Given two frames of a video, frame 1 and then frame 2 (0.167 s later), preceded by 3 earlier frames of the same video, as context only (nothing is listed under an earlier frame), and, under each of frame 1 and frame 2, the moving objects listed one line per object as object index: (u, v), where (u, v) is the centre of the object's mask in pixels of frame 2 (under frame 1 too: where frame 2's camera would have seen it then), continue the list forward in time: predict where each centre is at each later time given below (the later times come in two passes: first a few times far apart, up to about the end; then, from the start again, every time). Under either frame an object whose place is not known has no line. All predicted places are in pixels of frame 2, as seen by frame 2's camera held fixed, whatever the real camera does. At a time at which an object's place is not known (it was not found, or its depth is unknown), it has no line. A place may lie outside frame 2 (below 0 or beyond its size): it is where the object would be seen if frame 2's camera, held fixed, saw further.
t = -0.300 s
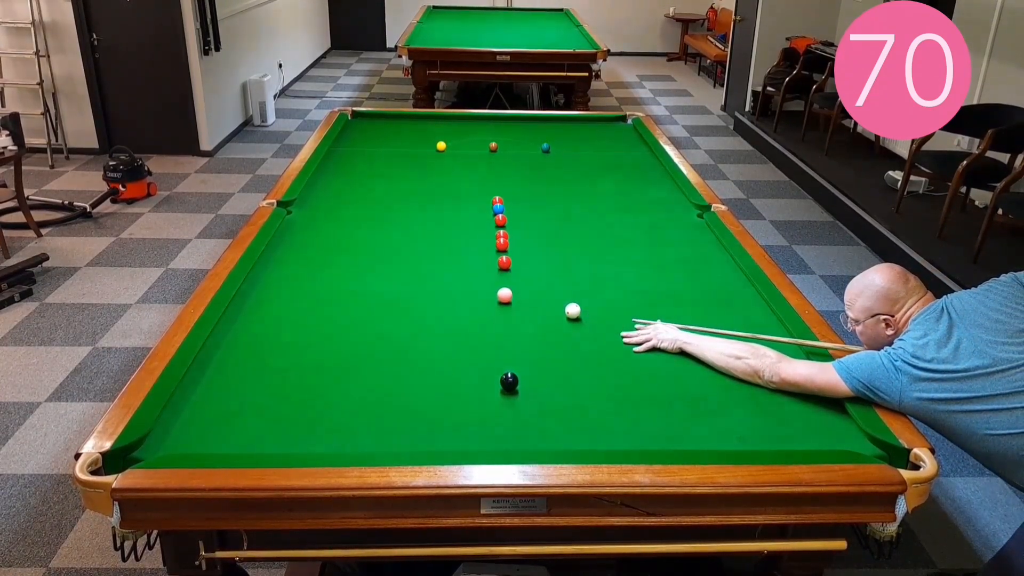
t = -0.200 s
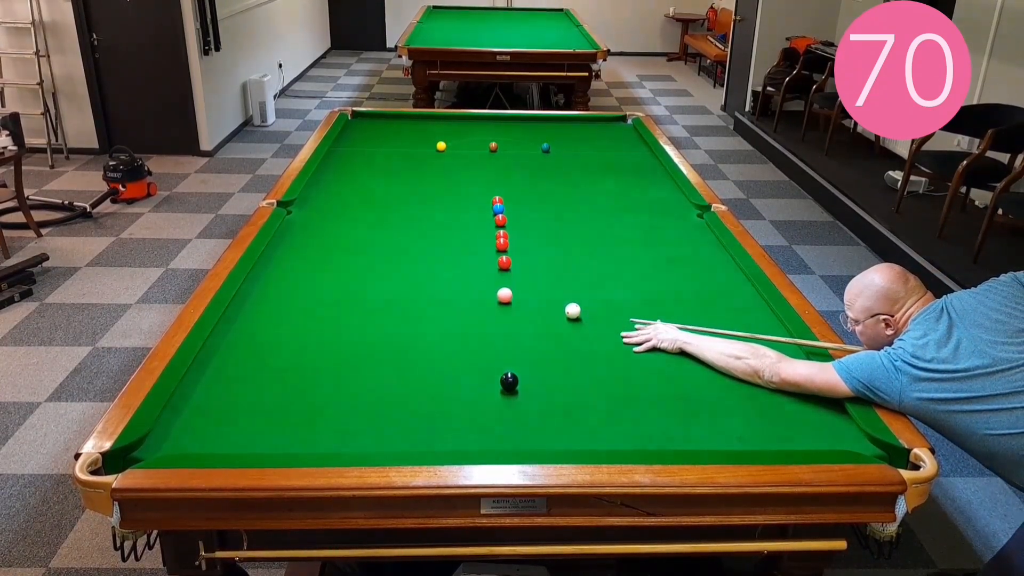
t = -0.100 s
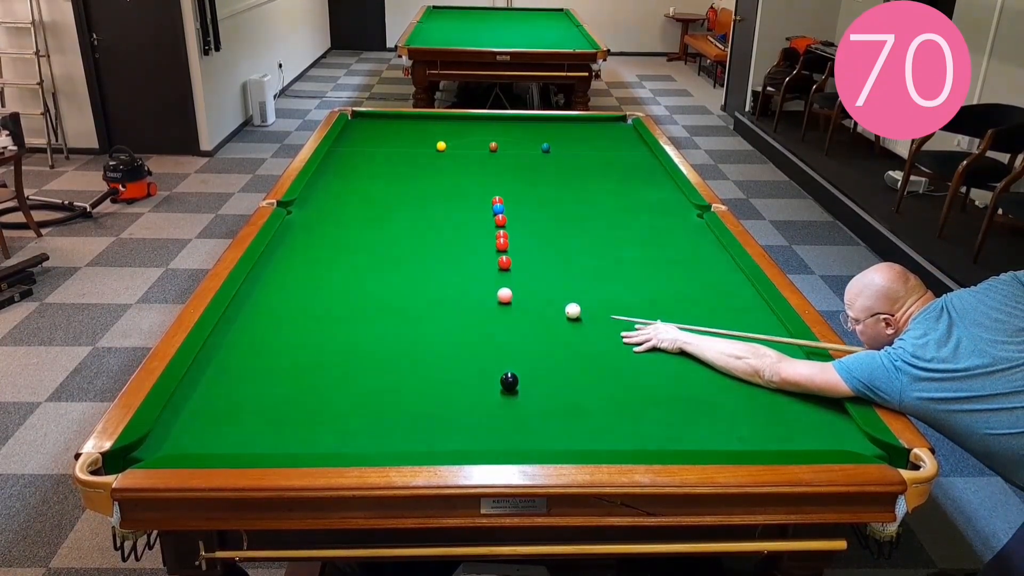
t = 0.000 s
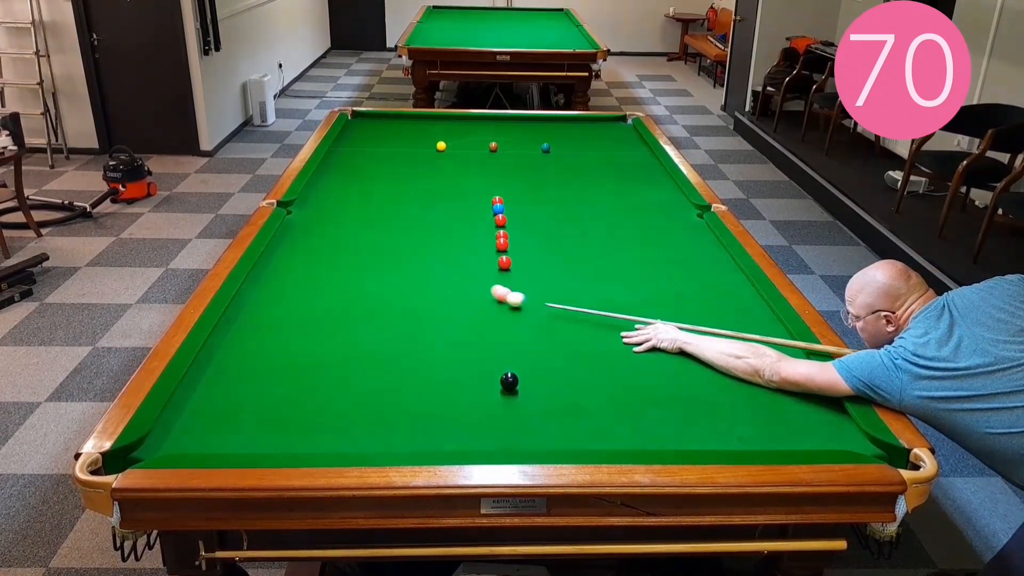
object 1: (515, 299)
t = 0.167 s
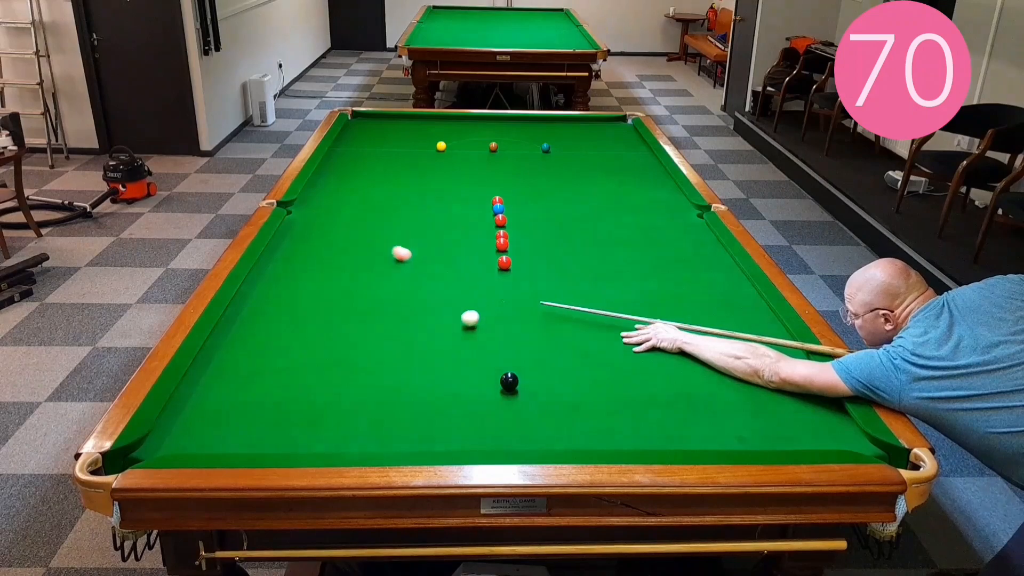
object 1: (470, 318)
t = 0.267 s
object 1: (439, 328)
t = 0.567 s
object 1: (335, 354)
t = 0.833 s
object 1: (232, 381)
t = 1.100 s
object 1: (210, 411)
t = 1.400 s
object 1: (260, 445)
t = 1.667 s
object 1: (325, 425)
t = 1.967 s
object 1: (389, 403)
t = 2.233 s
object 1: (438, 386)
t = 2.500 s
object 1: (483, 371)
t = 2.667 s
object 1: (507, 363)
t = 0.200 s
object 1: (460, 321)
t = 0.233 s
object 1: (450, 325)
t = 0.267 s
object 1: (439, 328)
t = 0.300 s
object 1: (428, 331)
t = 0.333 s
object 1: (418, 333)
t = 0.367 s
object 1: (406, 336)
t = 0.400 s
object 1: (395, 339)
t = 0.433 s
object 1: (383, 342)
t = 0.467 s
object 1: (372, 345)
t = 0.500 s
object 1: (360, 348)
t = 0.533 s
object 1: (348, 351)
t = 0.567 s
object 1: (335, 354)
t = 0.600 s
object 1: (323, 357)
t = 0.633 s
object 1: (310, 361)
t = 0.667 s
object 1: (298, 364)
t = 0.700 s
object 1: (285, 367)
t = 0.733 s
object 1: (272, 371)
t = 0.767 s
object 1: (259, 374)
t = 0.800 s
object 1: (246, 378)
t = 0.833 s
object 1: (232, 381)
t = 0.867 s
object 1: (219, 384)
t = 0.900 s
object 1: (205, 388)
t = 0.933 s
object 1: (191, 392)
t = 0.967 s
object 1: (185, 395)
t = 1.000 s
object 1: (192, 399)
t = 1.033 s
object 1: (199, 403)
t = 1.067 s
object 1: (205, 407)
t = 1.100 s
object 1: (210, 411)
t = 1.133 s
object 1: (215, 416)
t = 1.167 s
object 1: (221, 420)
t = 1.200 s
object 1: (226, 424)
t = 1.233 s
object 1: (231, 428)
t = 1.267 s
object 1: (237, 432)
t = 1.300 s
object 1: (242, 437)
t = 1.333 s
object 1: (247, 441)
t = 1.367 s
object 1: (253, 444)
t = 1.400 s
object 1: (260, 445)
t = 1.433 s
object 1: (269, 443)
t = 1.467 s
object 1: (277, 441)
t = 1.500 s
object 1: (285, 438)
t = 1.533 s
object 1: (294, 436)
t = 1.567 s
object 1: (302, 432)
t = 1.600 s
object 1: (310, 430)
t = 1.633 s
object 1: (317, 427)
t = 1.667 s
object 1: (325, 425)
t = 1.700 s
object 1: (333, 422)
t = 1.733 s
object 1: (340, 420)
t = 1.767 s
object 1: (347, 417)
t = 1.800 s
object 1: (355, 414)
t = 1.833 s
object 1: (362, 412)
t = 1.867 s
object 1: (369, 410)
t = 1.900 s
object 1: (375, 407)
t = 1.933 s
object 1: (382, 405)
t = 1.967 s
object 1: (389, 403)
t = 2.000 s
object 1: (395, 401)
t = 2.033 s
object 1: (402, 398)
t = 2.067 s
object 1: (408, 396)
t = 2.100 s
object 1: (415, 394)
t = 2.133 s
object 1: (421, 392)
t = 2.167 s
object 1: (427, 390)
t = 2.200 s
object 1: (433, 388)
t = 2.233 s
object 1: (438, 386)
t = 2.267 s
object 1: (445, 384)
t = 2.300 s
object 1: (450, 382)
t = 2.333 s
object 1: (456, 380)
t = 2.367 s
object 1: (461, 379)
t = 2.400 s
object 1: (467, 377)
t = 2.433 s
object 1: (472, 375)
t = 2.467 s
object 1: (477, 373)
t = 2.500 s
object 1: (483, 371)
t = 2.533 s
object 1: (488, 370)
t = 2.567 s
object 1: (493, 368)
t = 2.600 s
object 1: (498, 366)
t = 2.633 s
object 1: (503, 365)
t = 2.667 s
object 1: (507, 363)
